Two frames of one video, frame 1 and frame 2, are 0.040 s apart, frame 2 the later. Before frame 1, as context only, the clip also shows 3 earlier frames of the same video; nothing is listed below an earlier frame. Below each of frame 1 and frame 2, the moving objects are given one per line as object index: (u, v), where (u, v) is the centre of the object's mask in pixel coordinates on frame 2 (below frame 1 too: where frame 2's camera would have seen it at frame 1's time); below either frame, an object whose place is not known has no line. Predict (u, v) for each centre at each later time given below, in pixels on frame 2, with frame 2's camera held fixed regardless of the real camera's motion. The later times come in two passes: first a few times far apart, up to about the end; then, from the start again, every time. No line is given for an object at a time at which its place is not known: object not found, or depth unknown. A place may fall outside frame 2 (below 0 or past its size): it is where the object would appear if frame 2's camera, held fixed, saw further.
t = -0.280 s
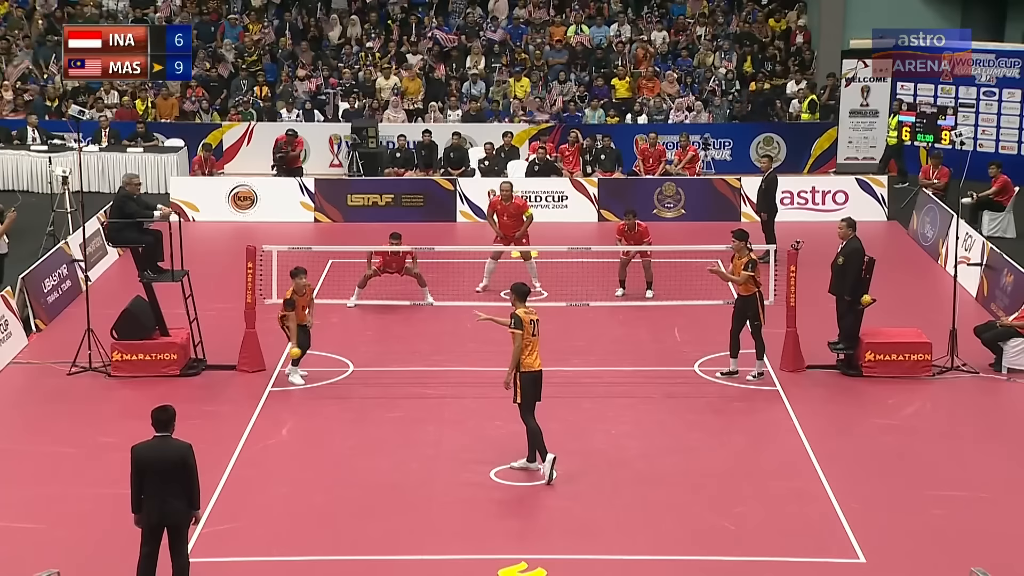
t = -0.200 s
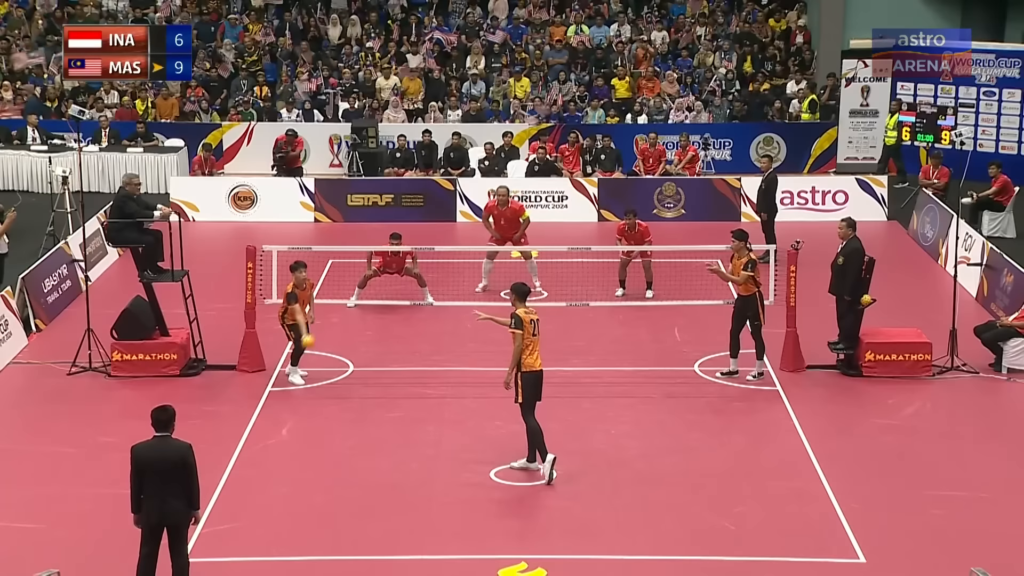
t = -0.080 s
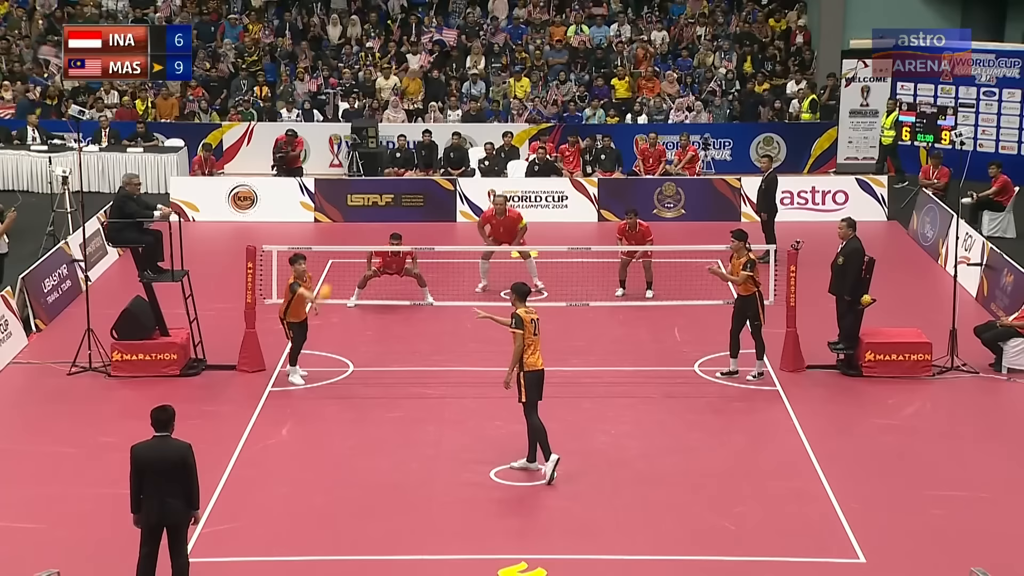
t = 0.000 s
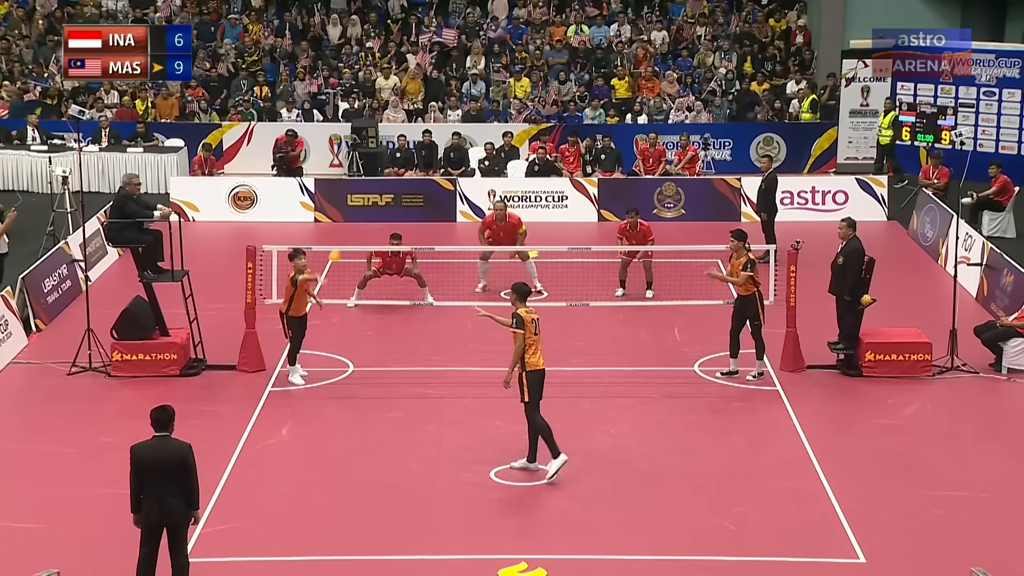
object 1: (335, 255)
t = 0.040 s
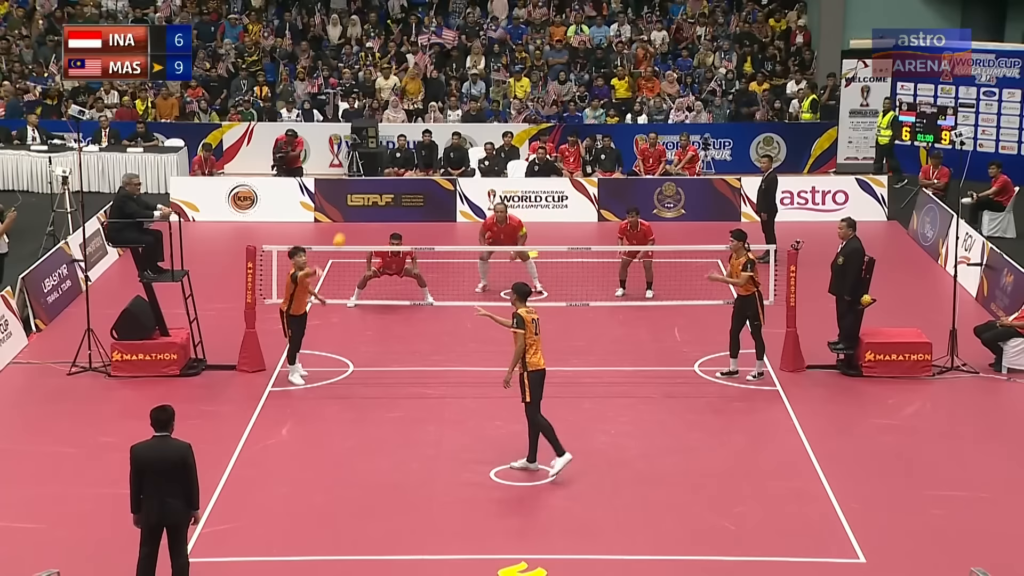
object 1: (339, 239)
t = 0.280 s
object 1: (368, 170)
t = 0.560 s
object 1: (405, 152)
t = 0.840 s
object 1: (445, 202)
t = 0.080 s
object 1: (344, 224)
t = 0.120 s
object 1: (349, 212)
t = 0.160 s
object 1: (353, 200)
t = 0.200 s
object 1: (358, 188)
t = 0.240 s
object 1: (363, 179)
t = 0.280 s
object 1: (368, 170)
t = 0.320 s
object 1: (374, 164)
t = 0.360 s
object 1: (379, 159)
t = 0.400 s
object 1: (384, 155)
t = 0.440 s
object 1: (389, 151)
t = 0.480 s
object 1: (394, 151)
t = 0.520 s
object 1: (400, 150)
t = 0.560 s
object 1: (405, 152)
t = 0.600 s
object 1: (411, 155)
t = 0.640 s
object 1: (416, 159)
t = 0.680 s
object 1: (422, 164)
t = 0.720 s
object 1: (428, 171)
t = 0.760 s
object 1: (433, 180)
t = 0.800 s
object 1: (439, 191)
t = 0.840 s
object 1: (445, 202)
